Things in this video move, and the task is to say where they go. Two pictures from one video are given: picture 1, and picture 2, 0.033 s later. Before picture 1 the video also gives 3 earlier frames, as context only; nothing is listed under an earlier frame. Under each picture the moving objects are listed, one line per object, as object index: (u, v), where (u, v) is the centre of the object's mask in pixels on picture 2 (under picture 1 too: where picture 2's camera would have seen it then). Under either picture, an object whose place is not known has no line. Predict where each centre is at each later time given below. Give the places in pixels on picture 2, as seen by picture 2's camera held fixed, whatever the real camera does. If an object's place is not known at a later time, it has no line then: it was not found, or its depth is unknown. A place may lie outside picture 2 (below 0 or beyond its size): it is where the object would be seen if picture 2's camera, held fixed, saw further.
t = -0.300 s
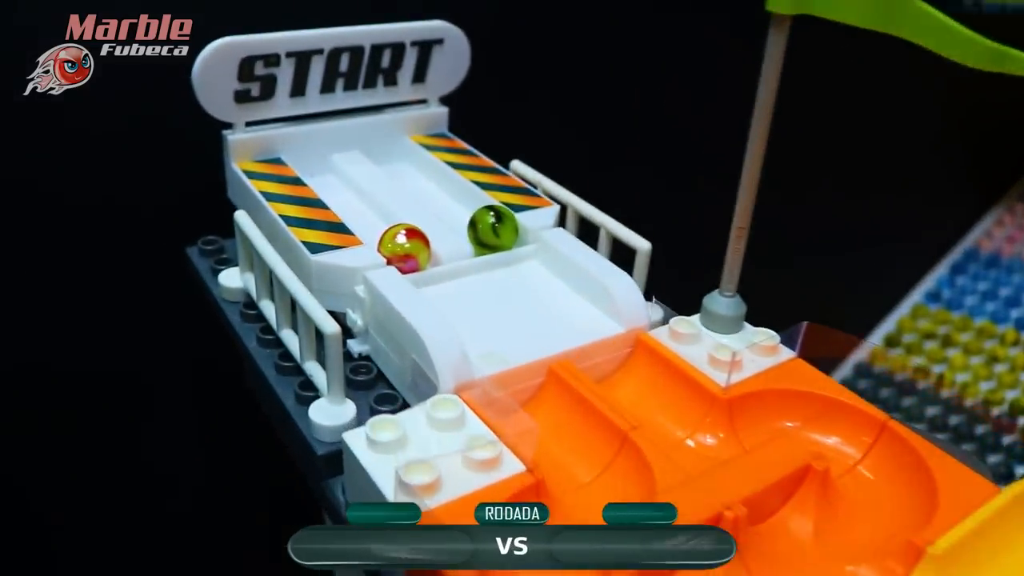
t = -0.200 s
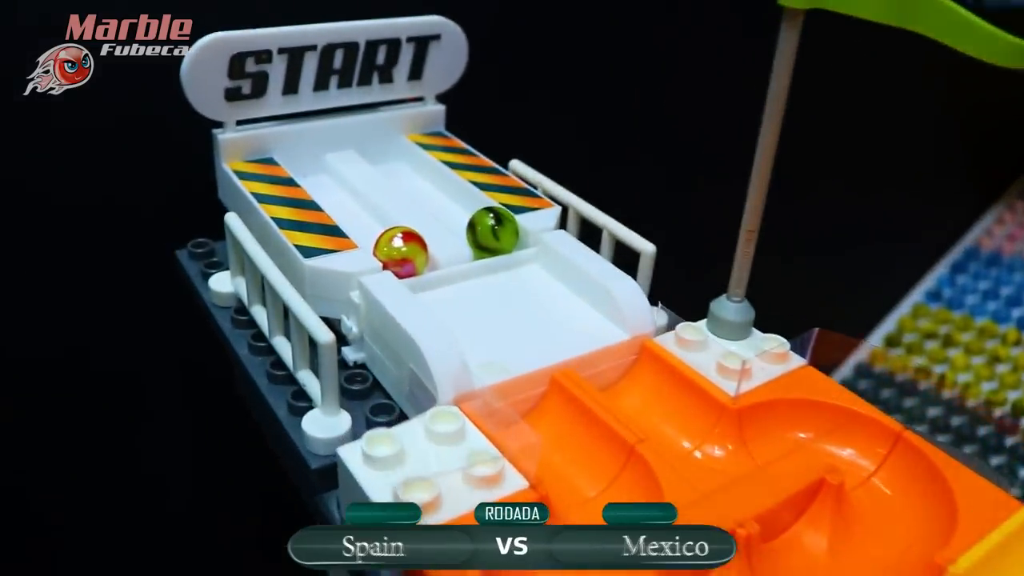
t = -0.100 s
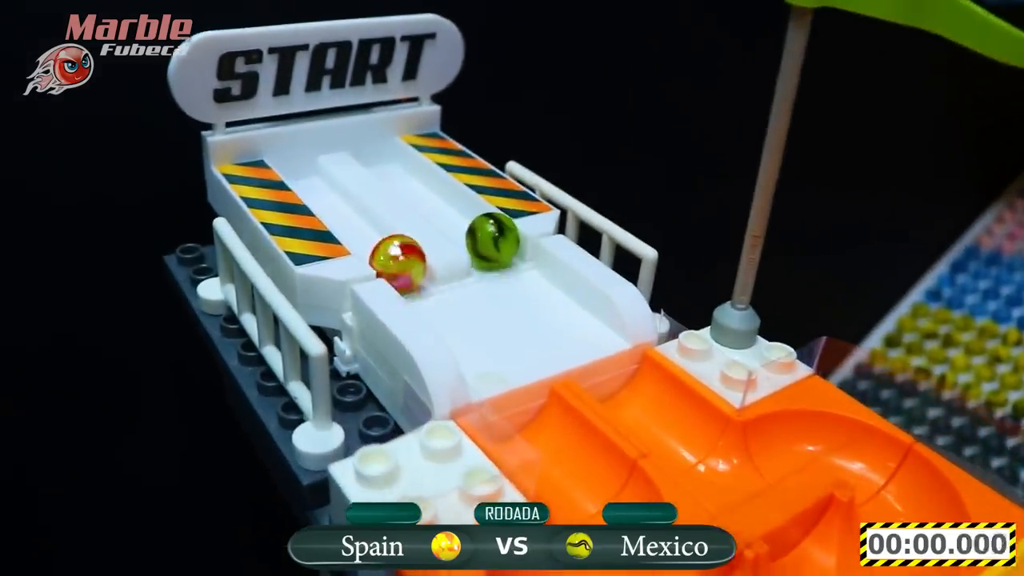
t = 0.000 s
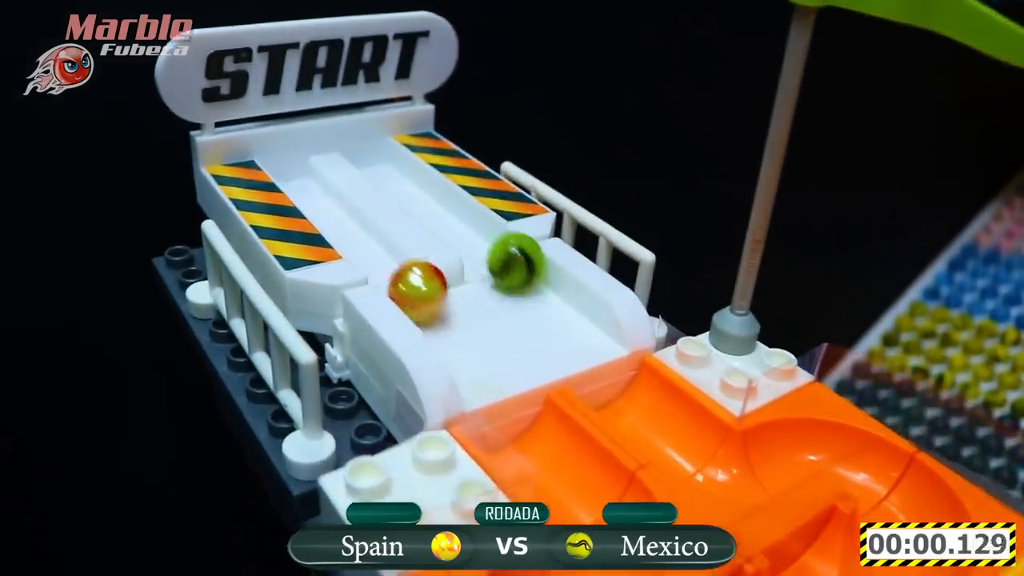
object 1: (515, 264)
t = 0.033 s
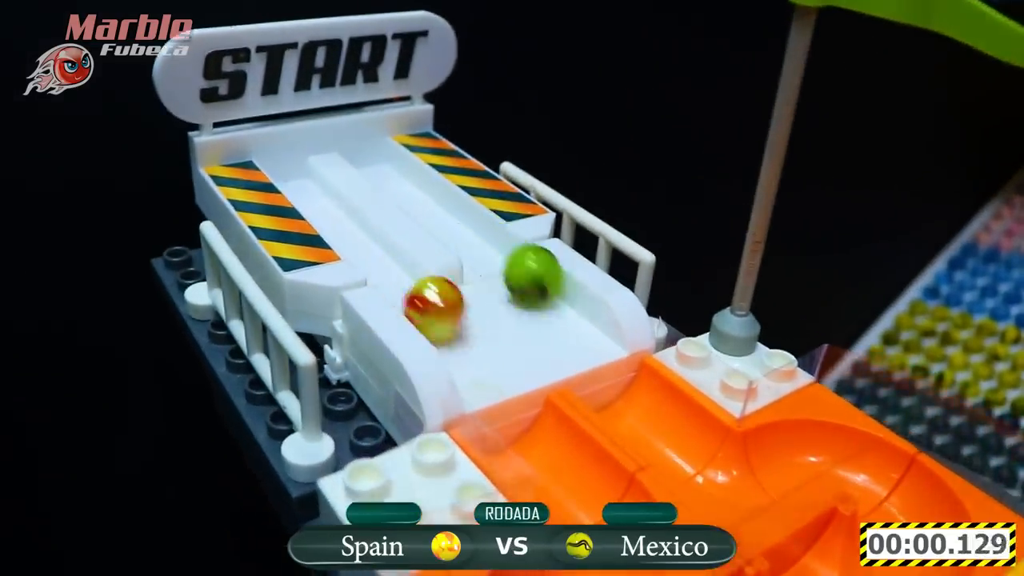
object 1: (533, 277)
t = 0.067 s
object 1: (554, 294)
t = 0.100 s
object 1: (578, 315)
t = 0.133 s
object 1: (604, 337)
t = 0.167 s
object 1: (634, 382)
